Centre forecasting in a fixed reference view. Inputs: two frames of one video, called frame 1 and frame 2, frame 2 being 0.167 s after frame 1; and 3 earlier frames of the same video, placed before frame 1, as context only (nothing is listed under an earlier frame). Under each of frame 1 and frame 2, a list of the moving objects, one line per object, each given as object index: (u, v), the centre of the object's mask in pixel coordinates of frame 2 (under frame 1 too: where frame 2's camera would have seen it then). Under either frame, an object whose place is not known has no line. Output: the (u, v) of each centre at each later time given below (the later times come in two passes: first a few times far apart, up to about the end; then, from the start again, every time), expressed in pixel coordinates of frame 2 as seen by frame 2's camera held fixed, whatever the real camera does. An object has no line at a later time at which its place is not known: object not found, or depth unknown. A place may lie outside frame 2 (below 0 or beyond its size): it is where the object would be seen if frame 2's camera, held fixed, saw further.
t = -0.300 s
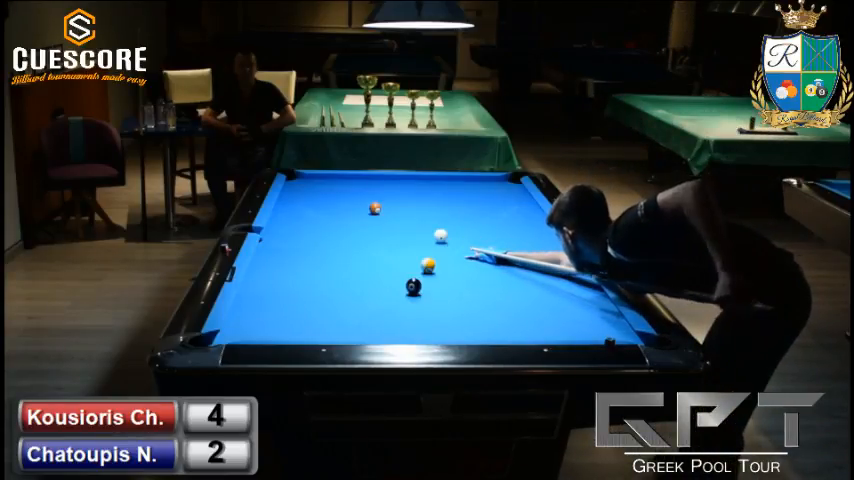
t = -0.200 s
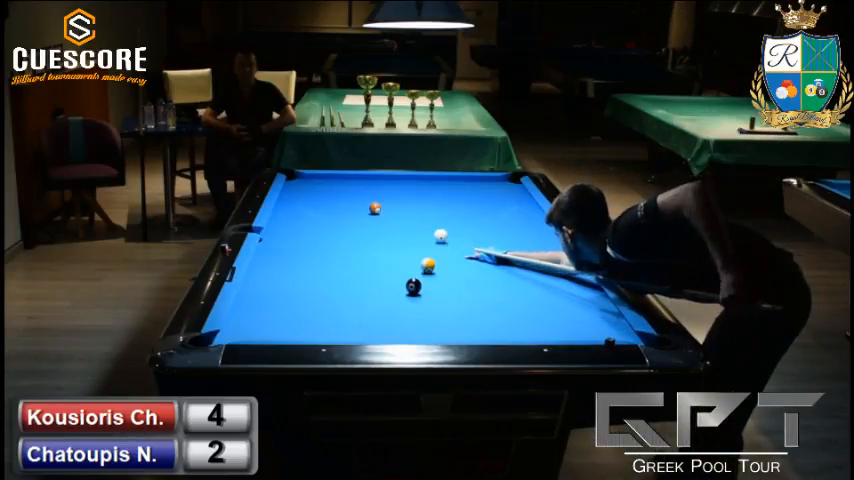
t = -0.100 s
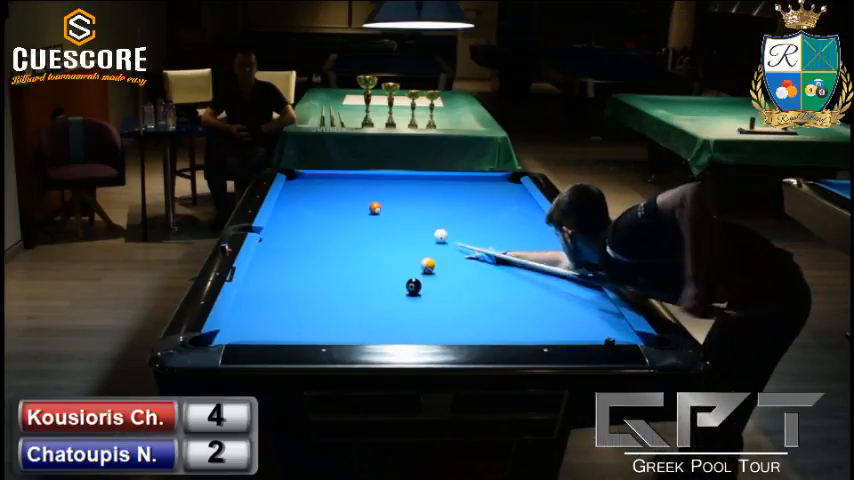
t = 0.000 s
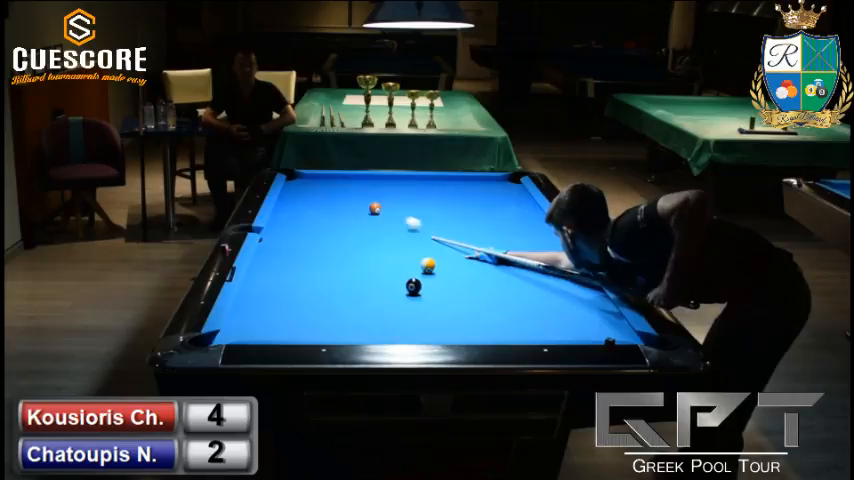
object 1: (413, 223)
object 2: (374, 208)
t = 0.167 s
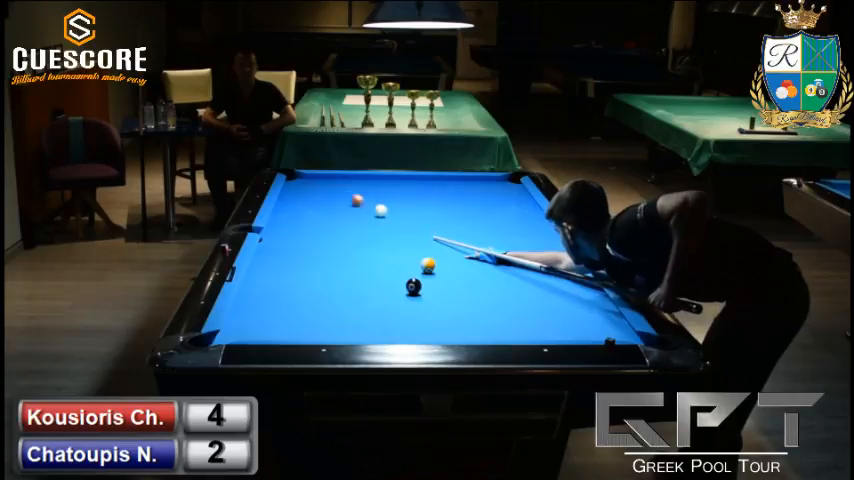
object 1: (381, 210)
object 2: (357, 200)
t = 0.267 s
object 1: (382, 212)
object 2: (334, 189)
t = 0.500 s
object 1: (393, 216)
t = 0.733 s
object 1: (403, 221)
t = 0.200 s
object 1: (381, 211)
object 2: (349, 196)
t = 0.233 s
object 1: (381, 211)
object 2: (341, 193)
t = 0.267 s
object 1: (382, 212)
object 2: (334, 189)
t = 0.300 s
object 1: (384, 212)
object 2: (327, 187)
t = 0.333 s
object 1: (385, 213)
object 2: (320, 184)
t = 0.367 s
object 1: (387, 214)
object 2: (314, 181)
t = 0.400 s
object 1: (388, 214)
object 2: (308, 179)
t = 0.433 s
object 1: (390, 215)
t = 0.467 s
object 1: (391, 215)
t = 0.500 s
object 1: (393, 216)
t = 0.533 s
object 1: (394, 217)
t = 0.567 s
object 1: (396, 218)
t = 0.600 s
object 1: (397, 218)
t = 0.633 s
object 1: (399, 219)
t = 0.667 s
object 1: (400, 220)
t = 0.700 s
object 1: (402, 220)
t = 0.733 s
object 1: (403, 221)
